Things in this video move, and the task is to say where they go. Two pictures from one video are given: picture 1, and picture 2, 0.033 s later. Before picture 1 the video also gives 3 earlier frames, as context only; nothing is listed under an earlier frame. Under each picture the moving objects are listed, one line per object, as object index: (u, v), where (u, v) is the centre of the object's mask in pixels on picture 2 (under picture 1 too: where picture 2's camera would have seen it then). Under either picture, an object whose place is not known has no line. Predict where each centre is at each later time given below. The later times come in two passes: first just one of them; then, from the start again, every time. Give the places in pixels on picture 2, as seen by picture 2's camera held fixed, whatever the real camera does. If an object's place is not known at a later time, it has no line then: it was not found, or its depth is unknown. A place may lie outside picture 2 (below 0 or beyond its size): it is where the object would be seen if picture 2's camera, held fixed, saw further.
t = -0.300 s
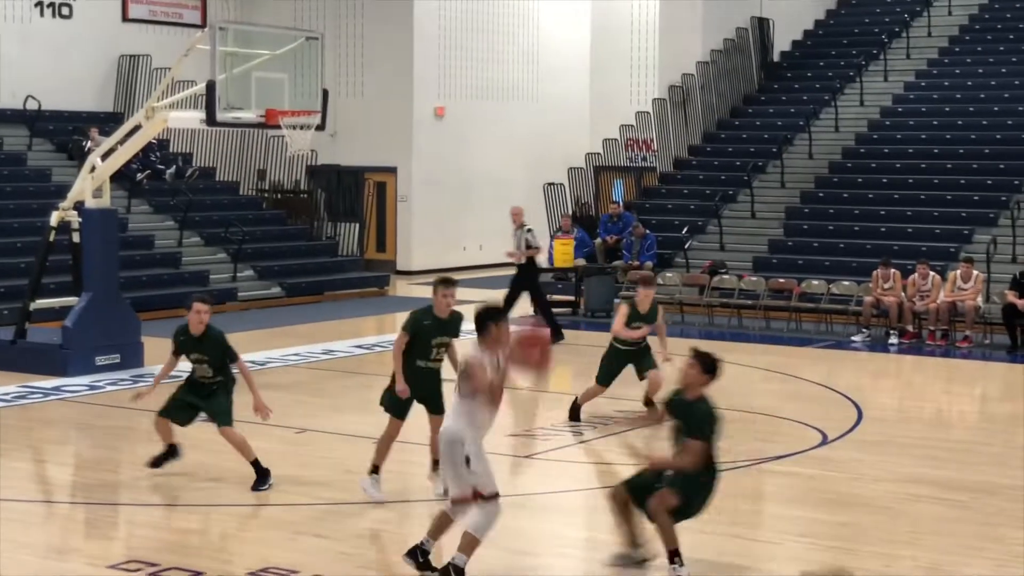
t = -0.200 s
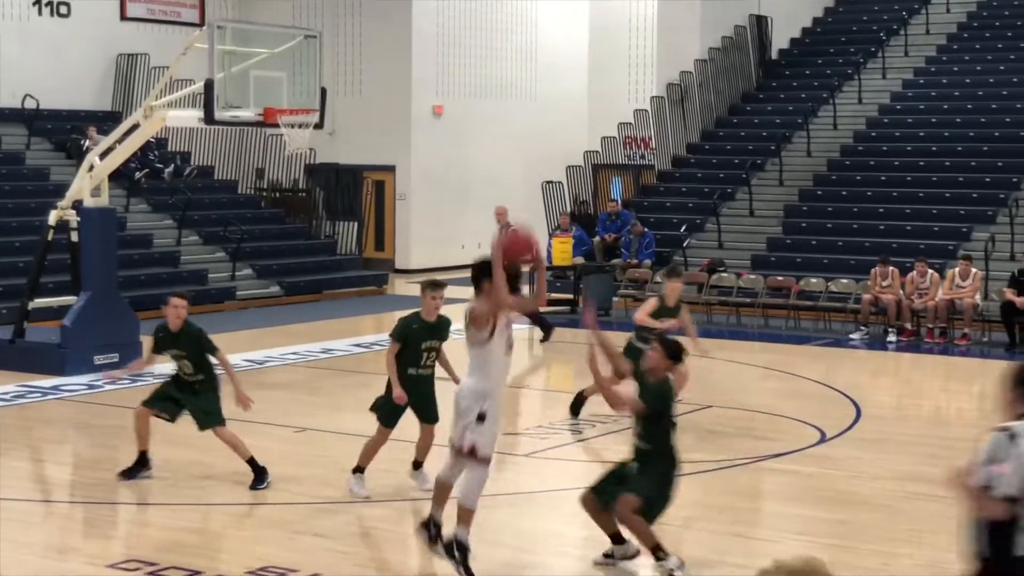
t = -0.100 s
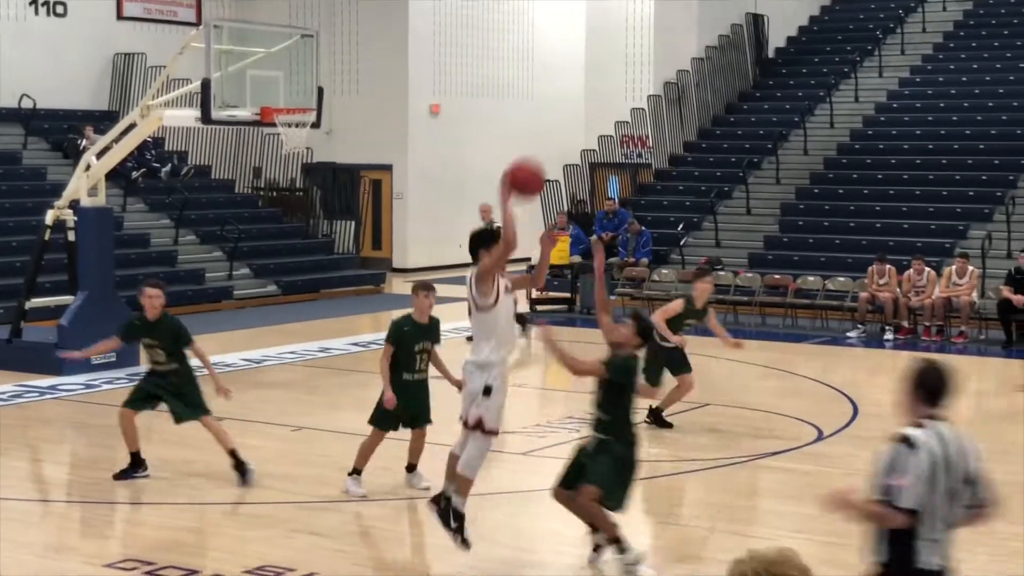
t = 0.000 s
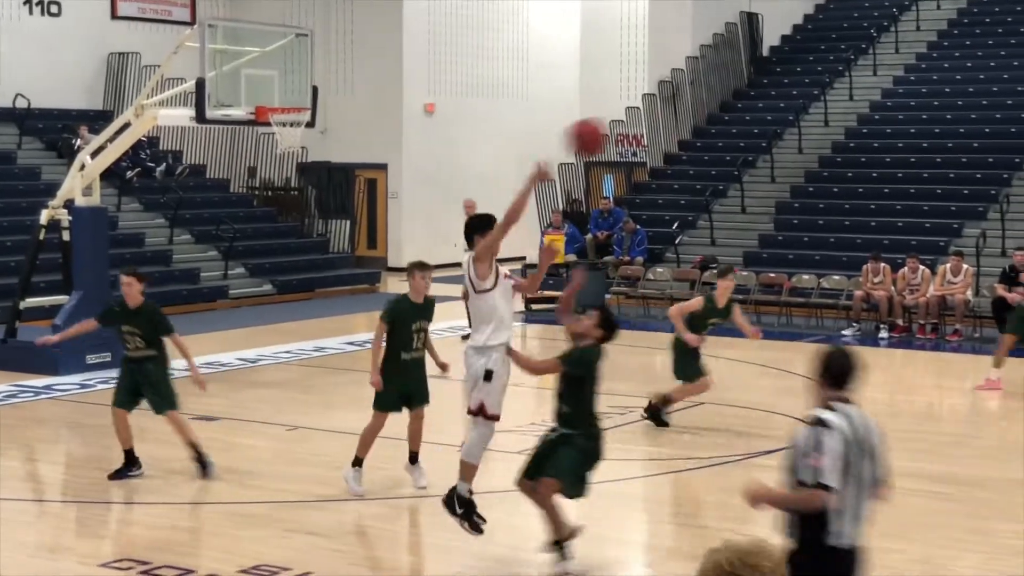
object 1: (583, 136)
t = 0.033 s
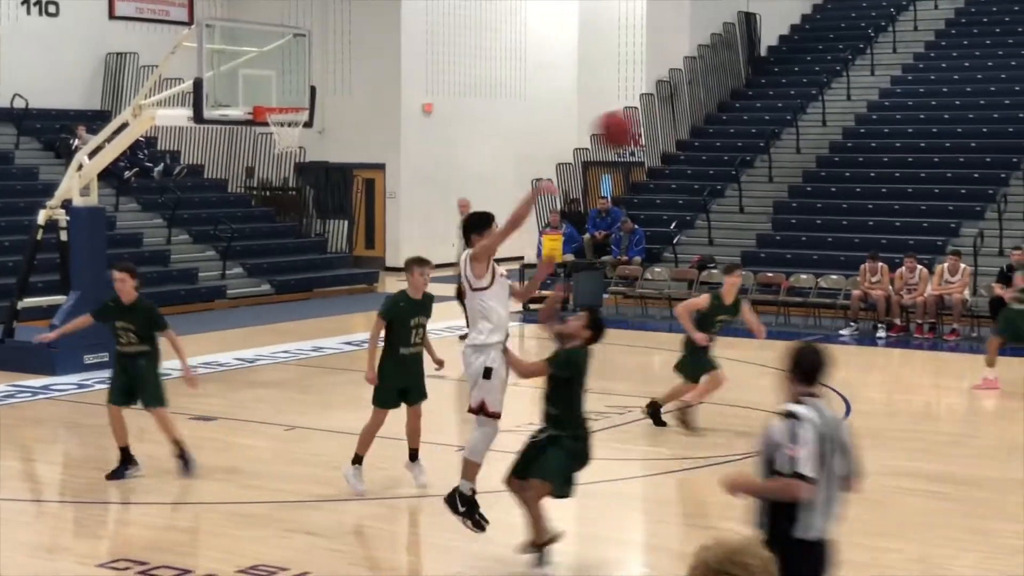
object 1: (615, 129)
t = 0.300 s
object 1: (858, 134)
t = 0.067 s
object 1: (648, 124)
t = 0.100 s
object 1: (678, 119)
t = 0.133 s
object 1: (710, 118)
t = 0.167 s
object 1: (738, 118)
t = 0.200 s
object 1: (768, 118)
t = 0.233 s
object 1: (795, 121)
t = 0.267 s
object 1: (829, 128)
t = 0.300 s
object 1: (858, 134)
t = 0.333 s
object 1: (888, 142)
